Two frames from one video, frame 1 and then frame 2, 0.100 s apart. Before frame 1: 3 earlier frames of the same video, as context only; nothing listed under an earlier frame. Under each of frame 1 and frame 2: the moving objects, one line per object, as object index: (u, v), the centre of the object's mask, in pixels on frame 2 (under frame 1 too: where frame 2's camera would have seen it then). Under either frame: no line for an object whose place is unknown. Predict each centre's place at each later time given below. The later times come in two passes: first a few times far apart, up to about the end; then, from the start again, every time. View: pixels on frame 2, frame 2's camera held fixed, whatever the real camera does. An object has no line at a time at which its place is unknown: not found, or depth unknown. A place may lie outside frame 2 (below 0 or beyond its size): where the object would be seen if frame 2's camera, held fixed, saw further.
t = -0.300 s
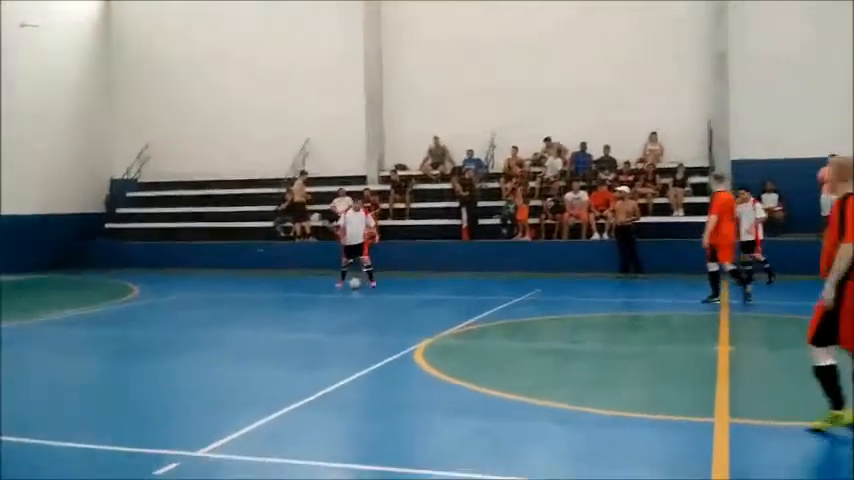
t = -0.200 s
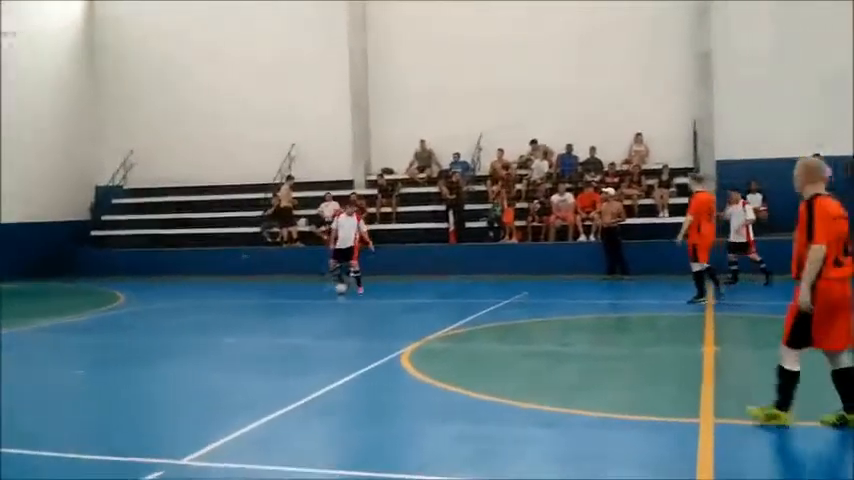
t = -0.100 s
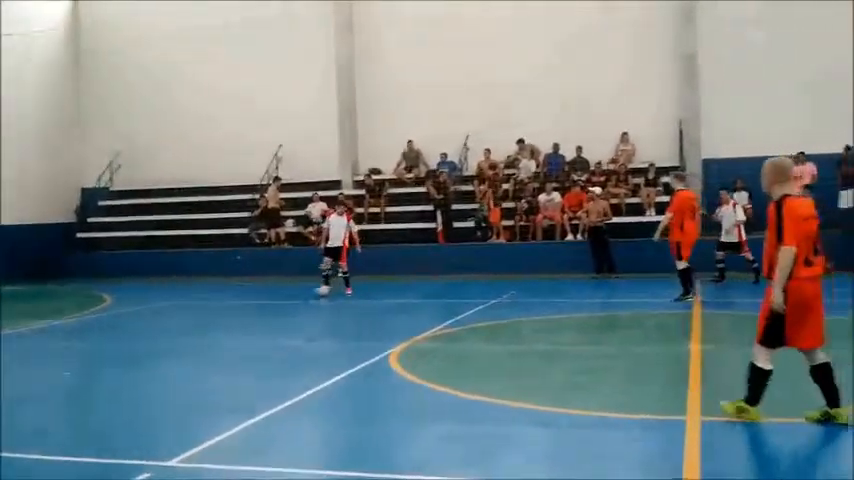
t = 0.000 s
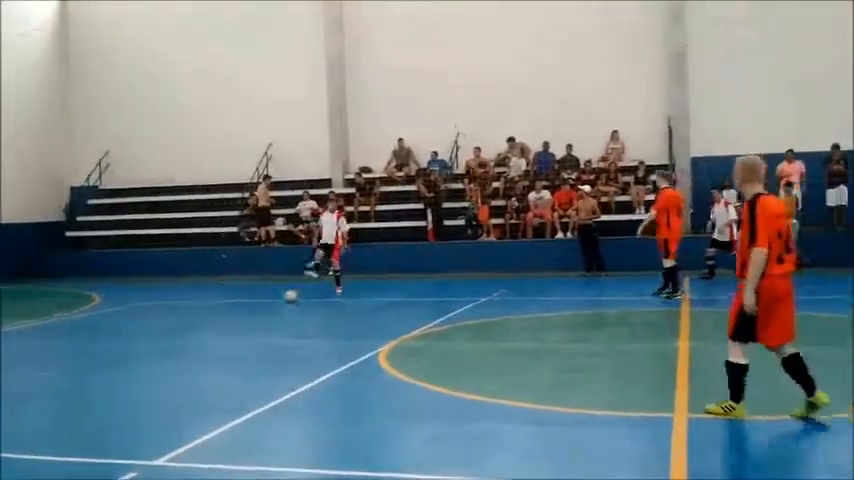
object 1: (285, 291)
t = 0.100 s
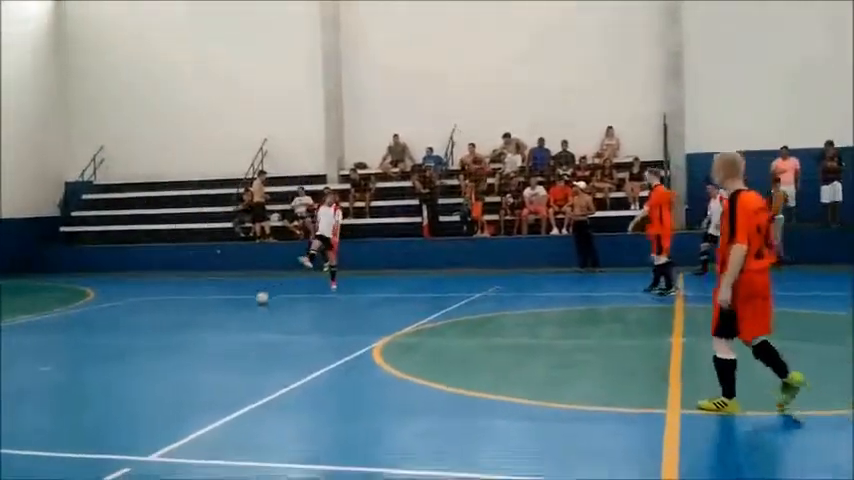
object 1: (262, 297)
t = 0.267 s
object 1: (217, 310)
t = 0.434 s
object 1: (166, 325)
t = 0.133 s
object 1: (253, 300)
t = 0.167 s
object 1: (245, 302)
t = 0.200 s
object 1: (235, 305)
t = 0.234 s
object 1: (227, 307)
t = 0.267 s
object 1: (217, 310)
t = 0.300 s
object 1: (207, 314)
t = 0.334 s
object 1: (198, 317)
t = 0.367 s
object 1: (187, 321)
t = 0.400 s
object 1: (176, 323)
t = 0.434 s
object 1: (166, 325)
